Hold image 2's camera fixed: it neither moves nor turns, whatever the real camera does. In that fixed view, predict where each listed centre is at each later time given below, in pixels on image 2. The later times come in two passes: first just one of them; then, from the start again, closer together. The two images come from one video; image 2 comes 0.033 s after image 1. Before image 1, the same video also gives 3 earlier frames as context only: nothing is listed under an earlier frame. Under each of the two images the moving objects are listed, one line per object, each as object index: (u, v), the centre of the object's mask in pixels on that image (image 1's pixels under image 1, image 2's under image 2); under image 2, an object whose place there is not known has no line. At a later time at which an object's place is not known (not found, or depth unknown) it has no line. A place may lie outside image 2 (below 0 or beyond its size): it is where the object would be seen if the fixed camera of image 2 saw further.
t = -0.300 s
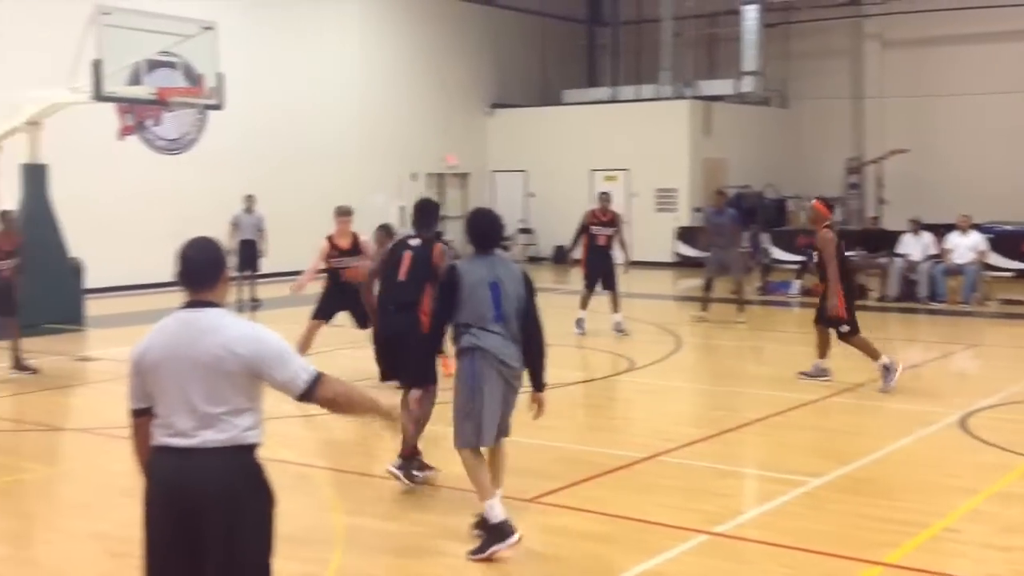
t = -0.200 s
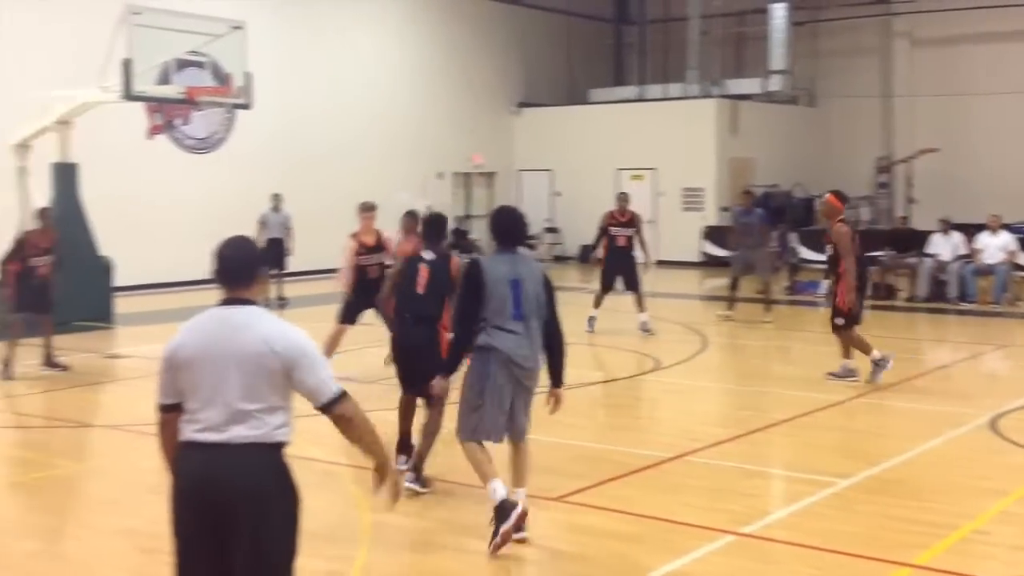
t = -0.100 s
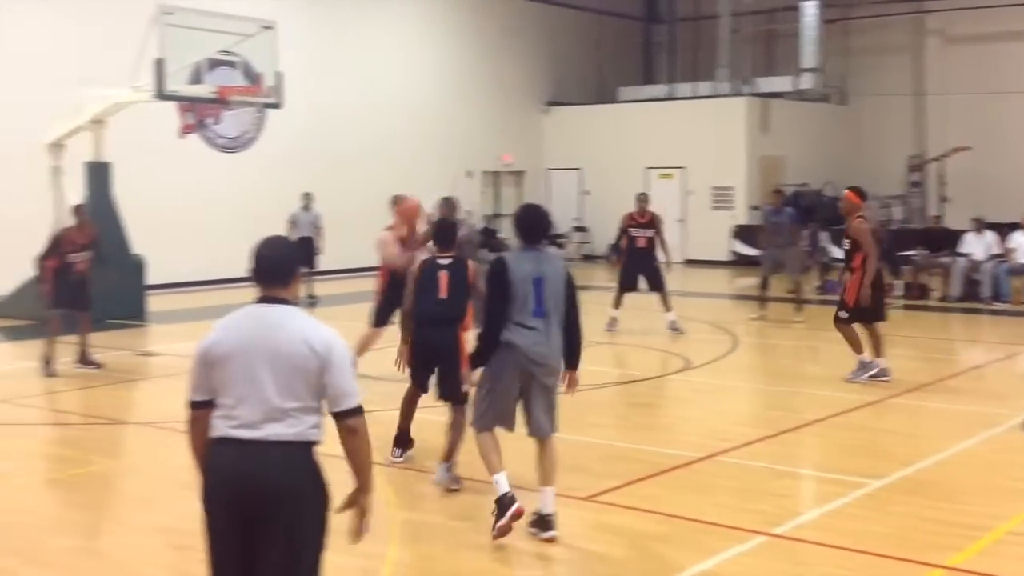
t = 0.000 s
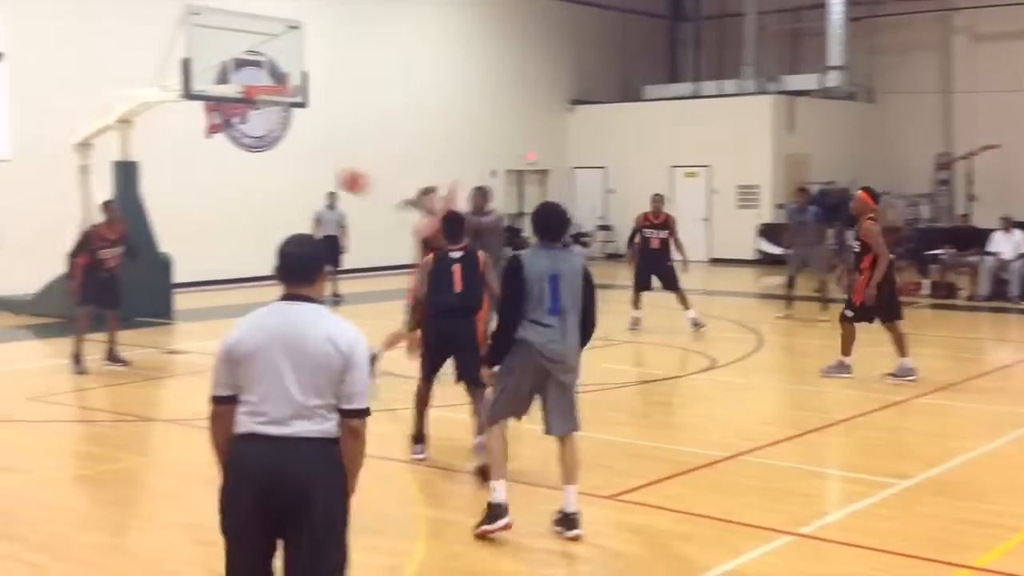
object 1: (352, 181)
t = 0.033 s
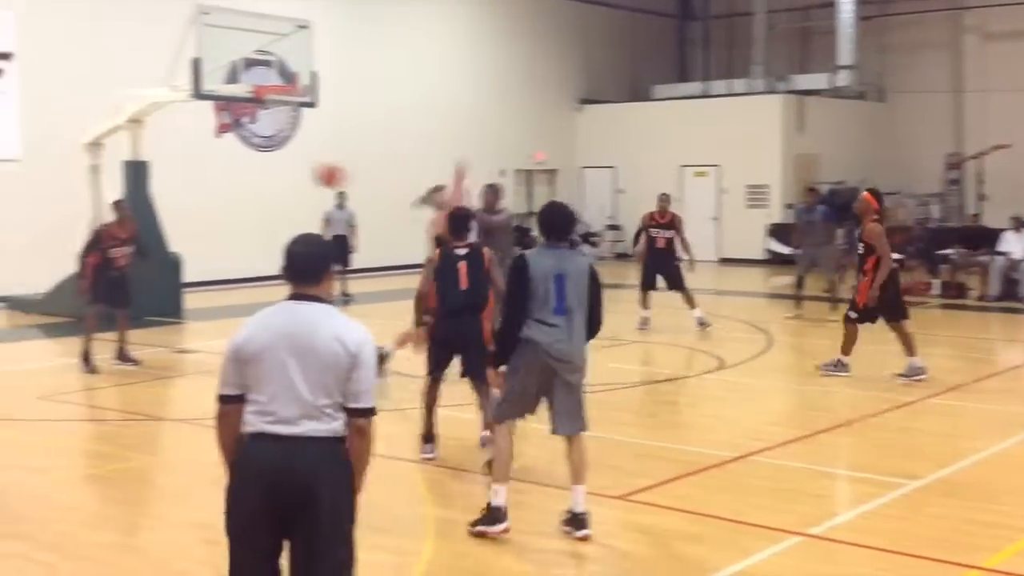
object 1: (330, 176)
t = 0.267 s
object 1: (86, 171)
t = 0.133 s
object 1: (229, 166)
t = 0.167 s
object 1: (195, 165)
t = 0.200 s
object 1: (162, 166)
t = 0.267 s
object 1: (86, 171)
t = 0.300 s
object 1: (50, 176)
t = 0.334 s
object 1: (14, 181)
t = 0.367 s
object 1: (-25, 189)
